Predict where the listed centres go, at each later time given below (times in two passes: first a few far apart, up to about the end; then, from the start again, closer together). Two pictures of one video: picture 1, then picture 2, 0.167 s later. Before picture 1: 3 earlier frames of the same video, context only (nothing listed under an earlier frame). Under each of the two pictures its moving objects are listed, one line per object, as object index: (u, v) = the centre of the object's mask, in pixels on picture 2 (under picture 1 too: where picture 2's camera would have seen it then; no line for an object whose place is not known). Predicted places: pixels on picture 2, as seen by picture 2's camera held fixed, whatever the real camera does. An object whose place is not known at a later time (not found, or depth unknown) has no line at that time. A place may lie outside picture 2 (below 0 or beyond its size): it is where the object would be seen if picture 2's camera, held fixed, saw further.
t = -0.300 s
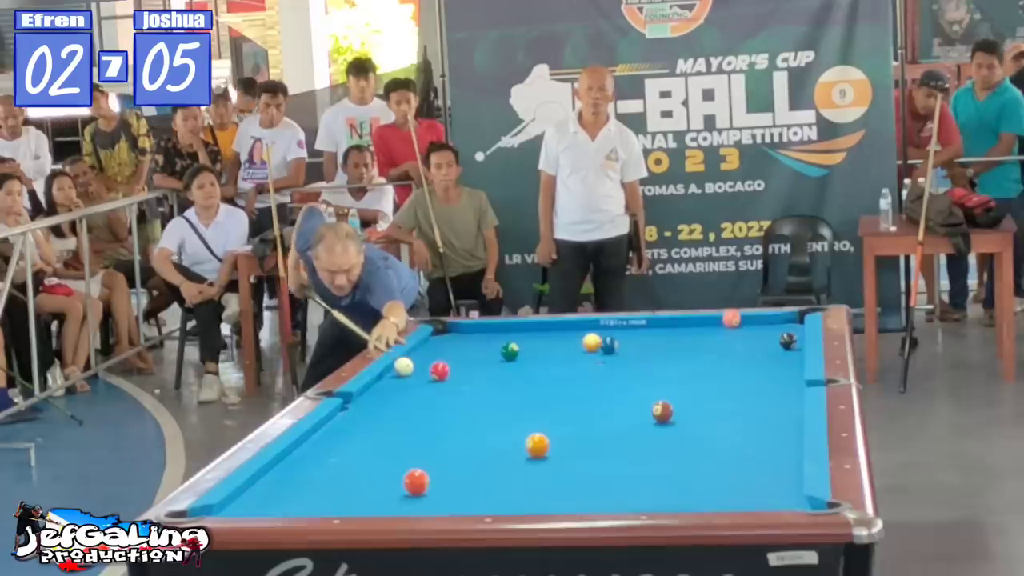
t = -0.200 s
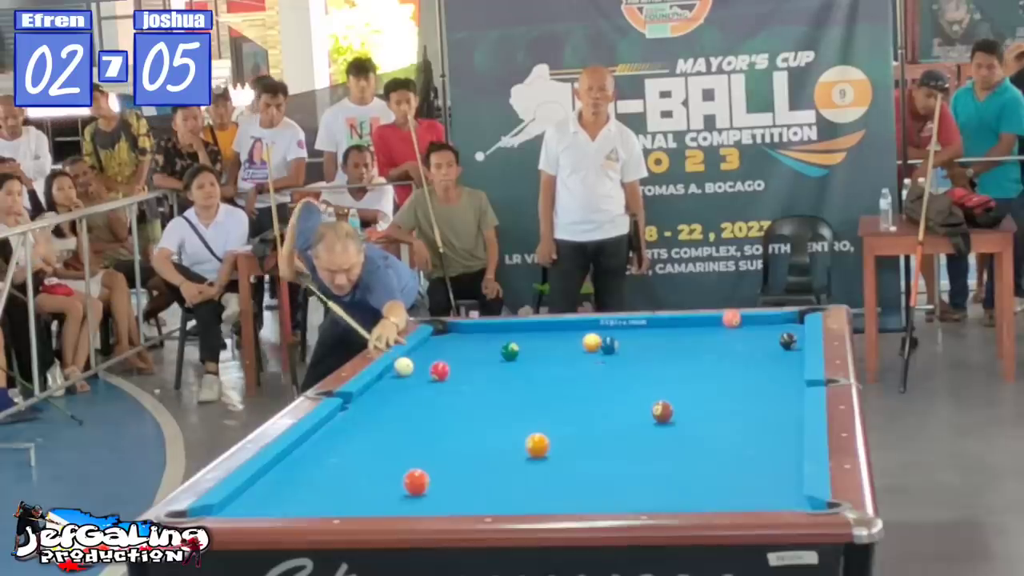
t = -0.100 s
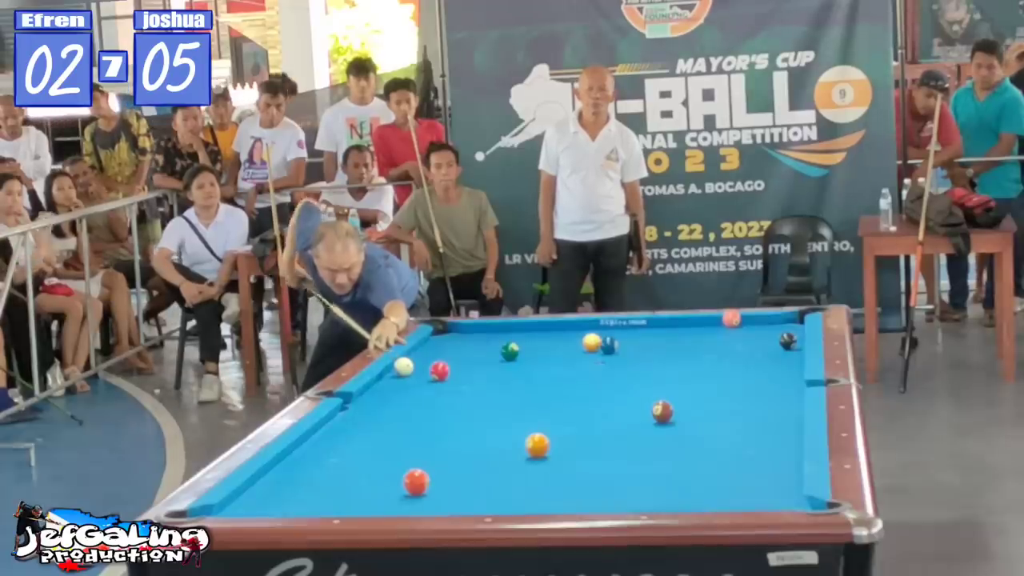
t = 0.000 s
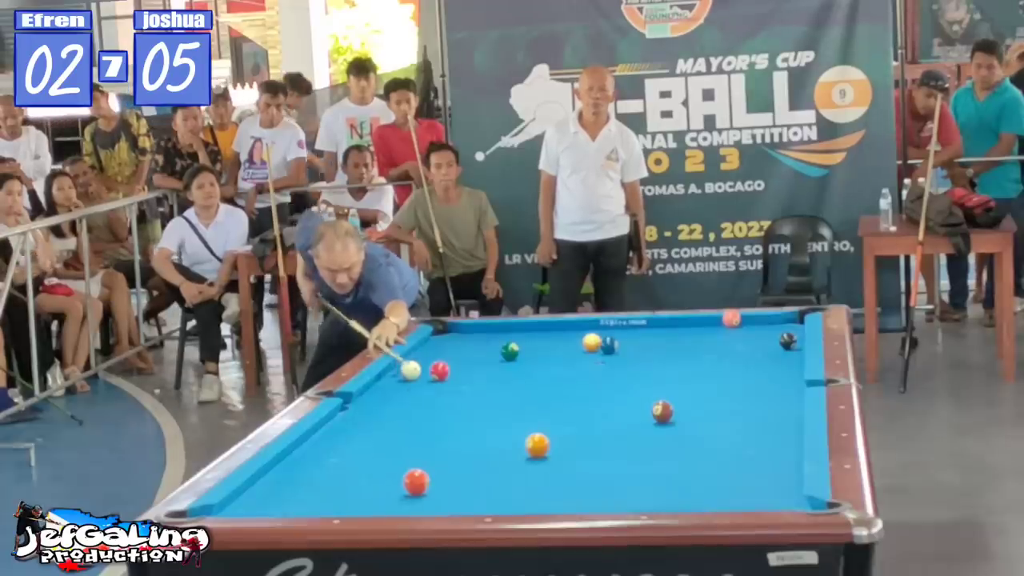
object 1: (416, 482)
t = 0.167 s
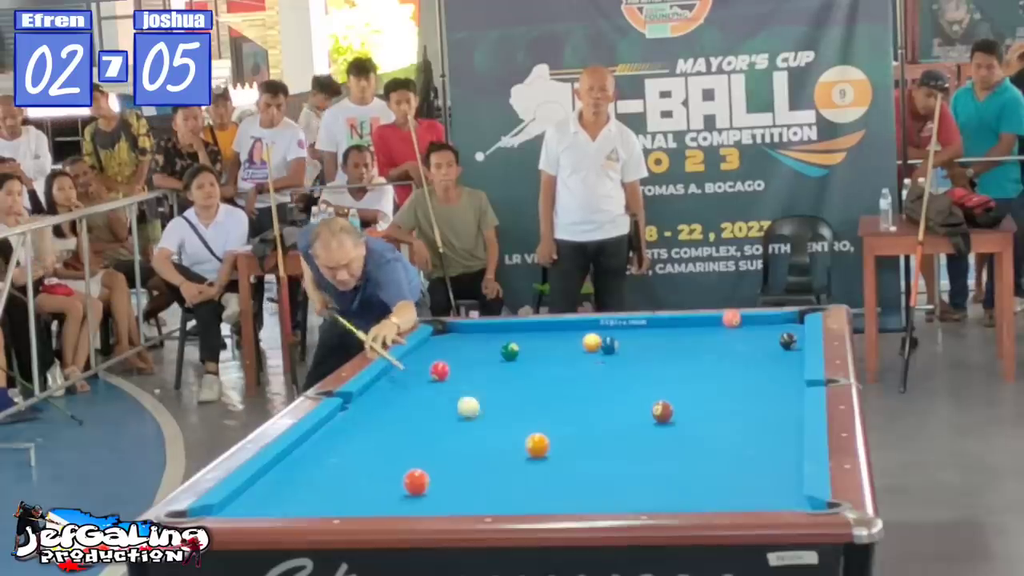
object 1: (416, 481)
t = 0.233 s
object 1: (416, 482)
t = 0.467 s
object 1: (416, 482)
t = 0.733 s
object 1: (396, 495)
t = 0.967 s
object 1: (370, 502)
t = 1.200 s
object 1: (372, 496)
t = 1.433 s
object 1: (373, 486)
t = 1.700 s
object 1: (374, 476)
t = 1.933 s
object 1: (375, 468)
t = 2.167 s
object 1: (377, 461)
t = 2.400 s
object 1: (378, 454)
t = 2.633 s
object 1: (379, 448)
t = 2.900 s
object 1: (381, 442)
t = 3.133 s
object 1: (383, 437)
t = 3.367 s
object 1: (385, 432)
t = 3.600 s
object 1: (387, 428)
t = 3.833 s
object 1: (388, 425)
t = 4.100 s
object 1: (390, 421)
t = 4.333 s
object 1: (392, 419)
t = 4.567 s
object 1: (394, 416)
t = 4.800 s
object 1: (396, 414)
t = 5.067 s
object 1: (397, 412)
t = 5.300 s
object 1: (399, 410)
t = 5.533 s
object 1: (401, 410)
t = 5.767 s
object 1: (403, 409)
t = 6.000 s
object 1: (404, 408)
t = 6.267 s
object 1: (404, 408)
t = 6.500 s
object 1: (404, 408)
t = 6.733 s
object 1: (404, 408)
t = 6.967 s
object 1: (403, 408)
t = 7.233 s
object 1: (404, 408)
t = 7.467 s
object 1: (404, 408)
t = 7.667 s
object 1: (406, 408)
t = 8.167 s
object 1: (404, 408)
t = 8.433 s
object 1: (404, 408)
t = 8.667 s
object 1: (404, 408)
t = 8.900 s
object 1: (404, 408)
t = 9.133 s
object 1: (404, 408)
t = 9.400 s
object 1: (404, 409)
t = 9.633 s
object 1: (404, 408)
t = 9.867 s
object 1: (404, 408)
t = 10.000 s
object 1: (404, 408)
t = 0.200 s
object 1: (416, 482)
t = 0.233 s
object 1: (416, 482)
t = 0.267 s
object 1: (416, 482)
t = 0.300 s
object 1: (416, 482)
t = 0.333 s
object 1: (416, 481)
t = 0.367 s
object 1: (416, 482)
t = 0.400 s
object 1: (416, 481)
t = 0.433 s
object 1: (416, 482)
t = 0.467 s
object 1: (416, 482)
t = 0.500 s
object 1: (416, 482)
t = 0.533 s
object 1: (416, 481)
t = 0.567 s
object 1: (416, 482)
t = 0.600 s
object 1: (416, 482)
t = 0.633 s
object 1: (414, 484)
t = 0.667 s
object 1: (408, 487)
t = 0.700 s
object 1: (402, 491)
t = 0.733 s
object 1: (396, 495)
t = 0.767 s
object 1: (390, 498)
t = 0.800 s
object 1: (384, 500)
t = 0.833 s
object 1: (378, 502)
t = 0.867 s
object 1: (374, 504)
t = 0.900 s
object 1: (370, 505)
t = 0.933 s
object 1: (370, 503)
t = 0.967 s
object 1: (370, 502)
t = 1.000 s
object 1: (371, 502)
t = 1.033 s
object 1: (371, 501)
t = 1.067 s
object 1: (371, 500)
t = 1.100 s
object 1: (372, 499)
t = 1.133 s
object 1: (371, 498)
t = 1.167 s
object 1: (372, 497)
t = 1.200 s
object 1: (372, 496)
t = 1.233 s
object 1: (372, 495)
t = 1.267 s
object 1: (372, 493)
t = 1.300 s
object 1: (372, 492)
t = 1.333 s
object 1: (372, 490)
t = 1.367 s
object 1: (372, 489)
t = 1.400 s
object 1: (372, 488)
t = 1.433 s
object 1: (373, 486)
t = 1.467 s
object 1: (373, 485)
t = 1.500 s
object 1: (373, 484)
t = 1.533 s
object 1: (373, 482)
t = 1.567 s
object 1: (374, 481)
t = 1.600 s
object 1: (373, 480)
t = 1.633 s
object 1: (374, 478)
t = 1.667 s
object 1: (374, 477)
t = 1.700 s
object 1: (374, 476)
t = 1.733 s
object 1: (374, 475)
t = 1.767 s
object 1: (374, 474)
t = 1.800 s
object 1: (374, 473)
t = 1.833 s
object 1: (374, 472)
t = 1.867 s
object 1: (374, 470)
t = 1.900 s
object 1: (374, 469)
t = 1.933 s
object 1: (375, 468)
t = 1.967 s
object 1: (375, 467)
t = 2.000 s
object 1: (376, 466)
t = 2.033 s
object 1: (376, 465)
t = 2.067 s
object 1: (376, 464)
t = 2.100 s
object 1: (376, 463)
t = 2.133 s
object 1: (376, 462)
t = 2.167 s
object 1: (377, 461)
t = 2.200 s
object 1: (377, 460)
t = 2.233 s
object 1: (377, 459)
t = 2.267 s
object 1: (377, 458)
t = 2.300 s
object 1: (377, 457)
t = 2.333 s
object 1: (377, 456)
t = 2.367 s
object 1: (378, 455)
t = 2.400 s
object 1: (378, 454)
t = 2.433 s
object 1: (378, 453)
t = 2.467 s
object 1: (378, 452)
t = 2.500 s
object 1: (378, 451)
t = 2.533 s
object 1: (379, 450)
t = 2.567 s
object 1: (379, 450)
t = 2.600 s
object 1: (379, 449)
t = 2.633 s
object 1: (379, 448)
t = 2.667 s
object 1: (380, 447)
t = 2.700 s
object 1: (380, 447)
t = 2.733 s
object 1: (380, 446)
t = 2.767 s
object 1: (380, 445)
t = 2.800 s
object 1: (381, 444)
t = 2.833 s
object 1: (381, 443)
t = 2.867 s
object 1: (381, 442)
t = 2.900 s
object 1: (381, 442)
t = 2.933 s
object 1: (381, 441)
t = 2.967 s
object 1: (382, 440)
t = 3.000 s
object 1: (382, 440)
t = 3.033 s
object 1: (382, 439)
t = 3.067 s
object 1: (382, 438)
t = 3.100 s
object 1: (383, 438)
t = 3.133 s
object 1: (383, 437)
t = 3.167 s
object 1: (384, 436)
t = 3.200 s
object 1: (384, 435)
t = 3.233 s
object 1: (384, 435)
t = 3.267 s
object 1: (384, 434)
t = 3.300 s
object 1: (385, 433)
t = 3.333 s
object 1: (385, 433)
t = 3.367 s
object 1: (385, 432)
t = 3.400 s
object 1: (385, 432)
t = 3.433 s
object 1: (386, 431)
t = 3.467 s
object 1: (386, 431)
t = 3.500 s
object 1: (386, 430)
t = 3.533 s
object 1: (387, 429)
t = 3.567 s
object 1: (387, 429)
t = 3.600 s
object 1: (387, 428)
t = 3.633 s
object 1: (387, 428)
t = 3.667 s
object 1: (387, 427)
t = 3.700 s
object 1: (387, 427)
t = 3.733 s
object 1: (388, 426)
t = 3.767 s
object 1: (388, 426)
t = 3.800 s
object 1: (388, 425)
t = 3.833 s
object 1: (388, 425)
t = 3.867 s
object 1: (388, 424)
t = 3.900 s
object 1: (388, 424)
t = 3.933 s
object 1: (389, 423)
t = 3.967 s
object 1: (389, 423)
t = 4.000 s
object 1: (389, 422)
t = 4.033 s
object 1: (389, 422)
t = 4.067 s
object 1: (390, 421)
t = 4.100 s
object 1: (390, 421)
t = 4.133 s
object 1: (390, 420)
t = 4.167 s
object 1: (391, 420)
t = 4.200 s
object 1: (391, 420)
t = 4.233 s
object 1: (391, 419)
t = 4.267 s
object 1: (392, 419)
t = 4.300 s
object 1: (392, 419)
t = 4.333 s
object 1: (392, 419)
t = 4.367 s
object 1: (393, 418)
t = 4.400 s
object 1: (393, 418)
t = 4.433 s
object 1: (393, 418)
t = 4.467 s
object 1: (393, 417)
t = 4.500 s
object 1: (393, 417)
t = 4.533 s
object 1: (394, 416)
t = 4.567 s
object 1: (394, 416)
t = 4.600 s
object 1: (394, 416)
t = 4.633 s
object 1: (395, 415)
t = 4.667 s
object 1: (395, 415)
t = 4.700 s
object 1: (395, 415)
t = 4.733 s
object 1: (395, 414)
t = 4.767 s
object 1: (396, 414)
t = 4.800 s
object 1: (396, 414)
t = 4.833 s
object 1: (396, 413)
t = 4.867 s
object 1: (396, 413)
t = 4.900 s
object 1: (397, 413)
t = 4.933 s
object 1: (397, 413)
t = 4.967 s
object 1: (397, 412)
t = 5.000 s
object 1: (397, 412)
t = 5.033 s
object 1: (397, 412)
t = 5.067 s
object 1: (397, 412)
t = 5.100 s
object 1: (398, 411)
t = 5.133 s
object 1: (398, 411)
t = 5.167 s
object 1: (398, 411)
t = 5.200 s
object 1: (398, 411)
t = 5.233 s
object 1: (399, 411)
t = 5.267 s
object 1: (399, 411)
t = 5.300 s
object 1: (399, 410)
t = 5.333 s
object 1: (399, 410)
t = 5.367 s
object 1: (400, 410)
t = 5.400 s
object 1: (400, 410)
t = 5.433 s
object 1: (400, 410)
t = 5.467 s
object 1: (401, 410)
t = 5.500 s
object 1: (401, 410)
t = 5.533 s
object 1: (401, 410)
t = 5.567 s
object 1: (402, 410)
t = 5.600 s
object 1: (402, 409)
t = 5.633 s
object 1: (402, 409)
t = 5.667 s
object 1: (402, 409)
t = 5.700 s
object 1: (403, 409)
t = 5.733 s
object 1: (403, 409)
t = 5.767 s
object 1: (403, 409)
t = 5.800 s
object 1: (403, 409)
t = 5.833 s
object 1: (403, 409)
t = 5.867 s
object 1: (403, 409)
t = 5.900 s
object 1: (403, 409)
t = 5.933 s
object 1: (403, 409)
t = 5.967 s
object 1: (403, 409)
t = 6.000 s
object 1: (404, 408)
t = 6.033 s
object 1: (404, 408)
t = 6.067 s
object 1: (404, 409)
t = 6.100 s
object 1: (404, 409)
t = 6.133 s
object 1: (404, 409)
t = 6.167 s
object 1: (404, 409)
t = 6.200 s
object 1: (404, 409)
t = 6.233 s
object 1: (404, 408)
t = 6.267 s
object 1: (404, 408)
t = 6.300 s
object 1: (404, 408)
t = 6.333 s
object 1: (404, 408)
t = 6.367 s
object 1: (404, 408)
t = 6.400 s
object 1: (404, 408)
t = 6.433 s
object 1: (404, 408)
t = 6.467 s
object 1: (404, 408)
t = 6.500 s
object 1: (404, 408)
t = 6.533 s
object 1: (404, 408)
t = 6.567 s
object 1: (404, 408)
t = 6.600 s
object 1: (404, 408)
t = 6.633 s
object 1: (404, 409)
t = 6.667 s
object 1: (404, 408)
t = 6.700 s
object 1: (404, 408)
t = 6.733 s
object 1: (404, 408)
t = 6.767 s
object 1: (404, 408)
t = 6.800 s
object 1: (403, 408)
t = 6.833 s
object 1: (404, 408)
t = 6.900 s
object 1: (404, 408)
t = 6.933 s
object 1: (404, 408)
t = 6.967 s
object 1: (403, 408)
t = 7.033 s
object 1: (404, 408)
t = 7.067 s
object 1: (404, 408)
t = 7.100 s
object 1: (404, 408)
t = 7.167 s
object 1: (404, 408)
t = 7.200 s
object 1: (404, 408)
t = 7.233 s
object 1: (404, 408)
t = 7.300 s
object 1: (404, 408)
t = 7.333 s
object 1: (404, 408)
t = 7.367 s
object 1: (404, 408)
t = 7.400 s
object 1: (403, 408)
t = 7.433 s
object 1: (403, 408)
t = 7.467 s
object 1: (404, 408)
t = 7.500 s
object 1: (404, 408)
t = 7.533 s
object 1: (403, 408)
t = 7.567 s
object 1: (403, 408)
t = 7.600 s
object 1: (403, 408)
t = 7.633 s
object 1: (404, 408)
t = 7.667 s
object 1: (406, 408)
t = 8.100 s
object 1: (399, 409)
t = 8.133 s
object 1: (404, 408)
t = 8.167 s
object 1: (404, 408)
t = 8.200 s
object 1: (404, 408)
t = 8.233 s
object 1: (404, 408)
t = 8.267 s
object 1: (404, 408)
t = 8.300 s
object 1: (404, 408)
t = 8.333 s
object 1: (404, 408)
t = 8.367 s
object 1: (404, 408)
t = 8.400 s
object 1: (404, 408)
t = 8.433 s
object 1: (404, 408)
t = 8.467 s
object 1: (404, 408)
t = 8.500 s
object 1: (404, 408)
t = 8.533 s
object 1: (404, 408)
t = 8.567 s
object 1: (404, 408)
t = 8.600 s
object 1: (404, 408)
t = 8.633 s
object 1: (405, 408)
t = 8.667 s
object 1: (404, 408)
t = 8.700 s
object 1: (404, 408)
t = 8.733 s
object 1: (404, 408)
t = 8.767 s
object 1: (404, 408)
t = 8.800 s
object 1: (404, 408)
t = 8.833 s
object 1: (404, 408)
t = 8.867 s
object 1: (404, 408)
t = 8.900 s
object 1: (404, 408)
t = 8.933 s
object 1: (404, 408)
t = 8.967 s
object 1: (404, 408)
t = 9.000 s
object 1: (404, 408)
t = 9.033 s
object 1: (404, 408)
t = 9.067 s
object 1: (404, 408)
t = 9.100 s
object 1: (404, 408)
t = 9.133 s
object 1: (404, 408)
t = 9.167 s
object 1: (404, 409)
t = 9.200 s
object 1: (404, 409)
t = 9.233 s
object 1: (404, 409)
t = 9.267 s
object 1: (404, 409)
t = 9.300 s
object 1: (404, 409)
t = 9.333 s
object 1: (404, 409)
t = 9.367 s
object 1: (404, 408)
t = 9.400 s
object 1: (404, 409)
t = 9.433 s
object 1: (404, 408)
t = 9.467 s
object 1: (404, 408)
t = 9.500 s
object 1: (404, 409)
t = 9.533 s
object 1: (404, 408)
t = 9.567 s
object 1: (404, 409)
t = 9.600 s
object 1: (404, 408)
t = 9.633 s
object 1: (404, 408)
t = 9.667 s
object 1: (404, 408)
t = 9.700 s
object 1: (404, 408)
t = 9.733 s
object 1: (404, 408)
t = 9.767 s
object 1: (404, 408)
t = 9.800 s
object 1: (404, 408)
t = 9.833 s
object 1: (404, 408)
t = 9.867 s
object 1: (404, 408)
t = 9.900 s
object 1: (404, 408)
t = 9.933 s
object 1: (404, 408)
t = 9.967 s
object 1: (404, 408)
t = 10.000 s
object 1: (404, 408)
